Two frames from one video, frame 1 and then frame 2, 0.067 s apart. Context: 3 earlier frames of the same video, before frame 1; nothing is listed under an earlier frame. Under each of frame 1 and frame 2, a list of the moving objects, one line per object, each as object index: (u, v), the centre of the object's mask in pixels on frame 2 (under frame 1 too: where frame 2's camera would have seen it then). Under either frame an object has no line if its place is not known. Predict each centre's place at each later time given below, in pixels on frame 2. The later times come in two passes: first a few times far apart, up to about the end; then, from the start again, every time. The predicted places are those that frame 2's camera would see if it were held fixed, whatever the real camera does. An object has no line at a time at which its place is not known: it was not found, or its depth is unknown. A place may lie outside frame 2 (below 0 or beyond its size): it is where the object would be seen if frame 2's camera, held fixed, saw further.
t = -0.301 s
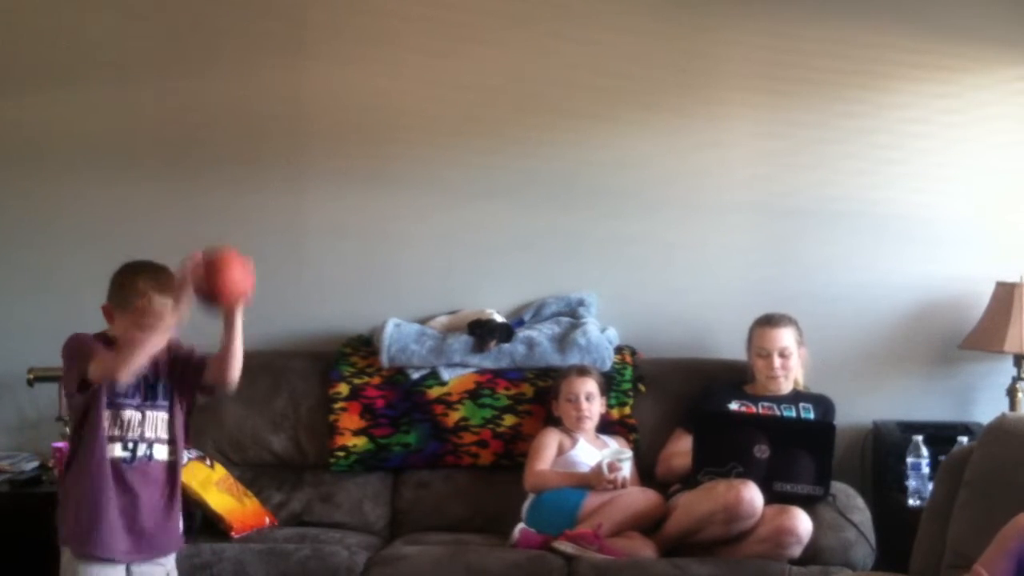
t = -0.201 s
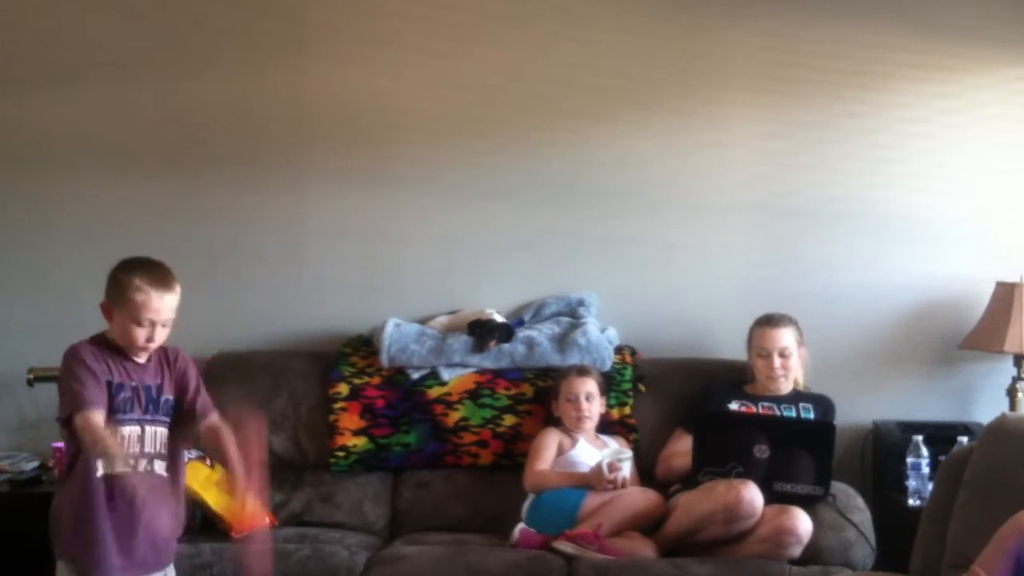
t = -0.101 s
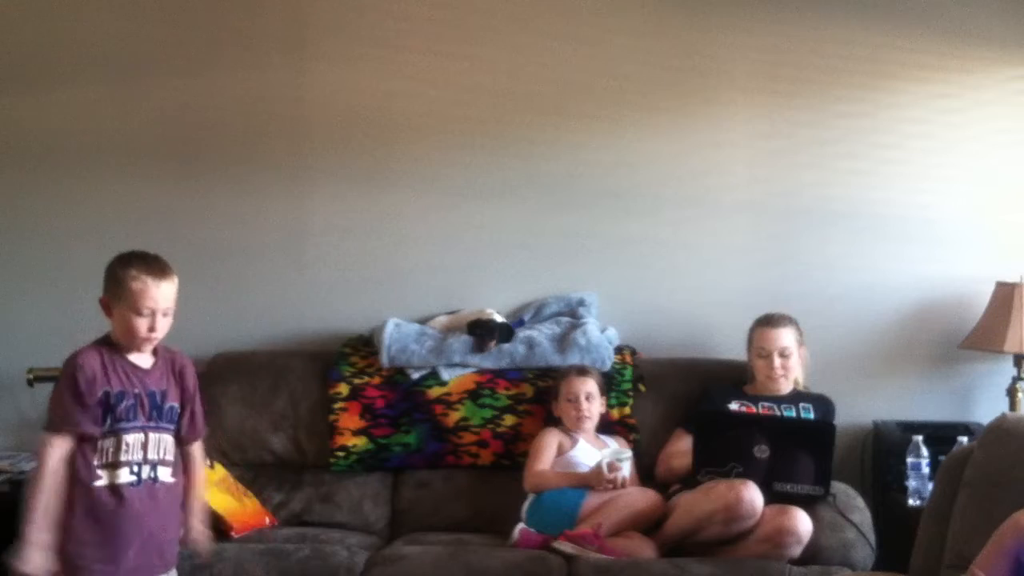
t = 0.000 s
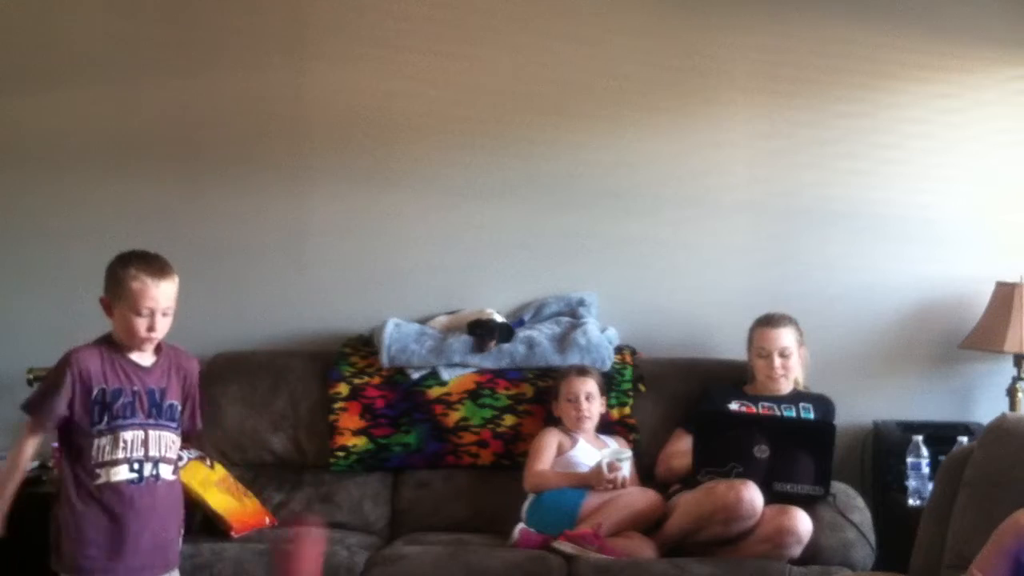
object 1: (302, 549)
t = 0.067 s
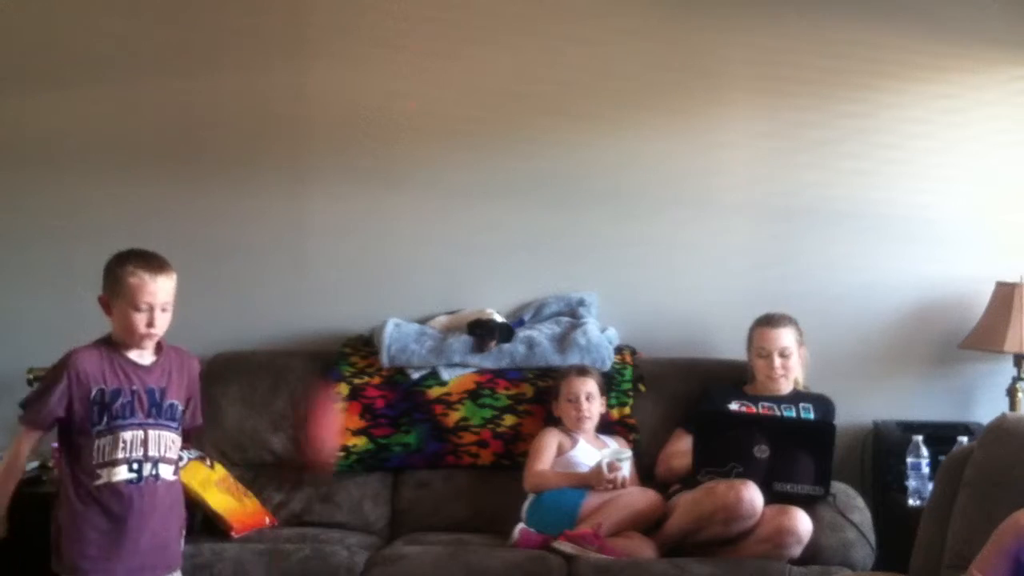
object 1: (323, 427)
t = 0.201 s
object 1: (357, 215)
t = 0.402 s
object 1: (414, 34)
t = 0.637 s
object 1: (481, 34)
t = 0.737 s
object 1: (515, 117)
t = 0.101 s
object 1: (333, 364)
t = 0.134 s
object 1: (335, 313)
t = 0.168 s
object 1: (346, 262)
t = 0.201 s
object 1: (357, 215)
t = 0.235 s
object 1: (367, 174)
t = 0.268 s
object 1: (377, 138)
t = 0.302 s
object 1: (387, 106)
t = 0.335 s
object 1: (396, 78)
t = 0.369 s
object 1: (405, 54)
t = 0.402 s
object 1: (414, 34)
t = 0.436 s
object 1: (422, 24)
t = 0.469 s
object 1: (431, 19)
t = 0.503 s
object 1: (441, 16)
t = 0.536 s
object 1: (450, 16)
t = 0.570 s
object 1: (461, 18)
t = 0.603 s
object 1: (471, 23)
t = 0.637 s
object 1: (481, 34)
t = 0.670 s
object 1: (492, 55)
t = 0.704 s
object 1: (504, 83)
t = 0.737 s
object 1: (515, 117)
